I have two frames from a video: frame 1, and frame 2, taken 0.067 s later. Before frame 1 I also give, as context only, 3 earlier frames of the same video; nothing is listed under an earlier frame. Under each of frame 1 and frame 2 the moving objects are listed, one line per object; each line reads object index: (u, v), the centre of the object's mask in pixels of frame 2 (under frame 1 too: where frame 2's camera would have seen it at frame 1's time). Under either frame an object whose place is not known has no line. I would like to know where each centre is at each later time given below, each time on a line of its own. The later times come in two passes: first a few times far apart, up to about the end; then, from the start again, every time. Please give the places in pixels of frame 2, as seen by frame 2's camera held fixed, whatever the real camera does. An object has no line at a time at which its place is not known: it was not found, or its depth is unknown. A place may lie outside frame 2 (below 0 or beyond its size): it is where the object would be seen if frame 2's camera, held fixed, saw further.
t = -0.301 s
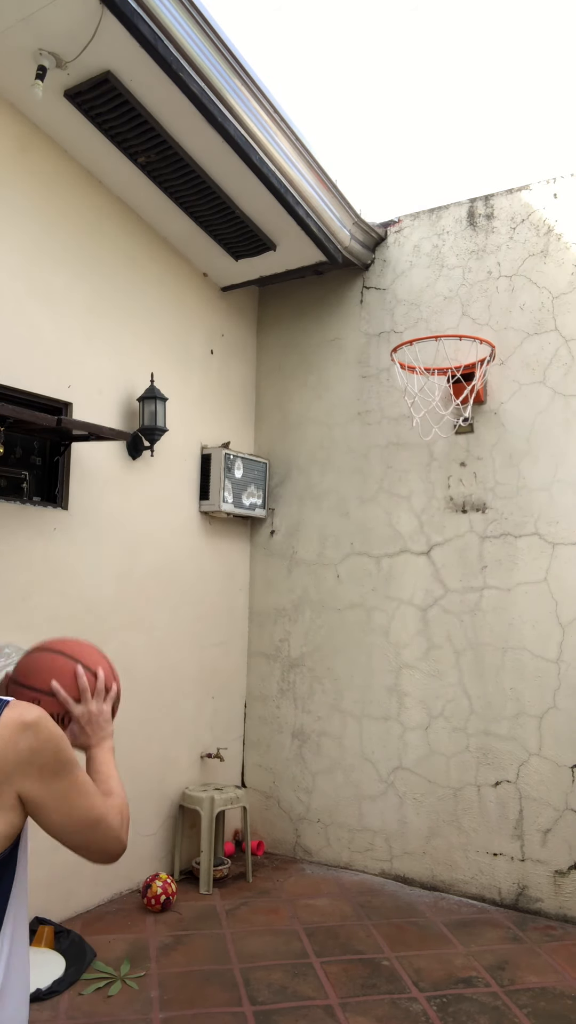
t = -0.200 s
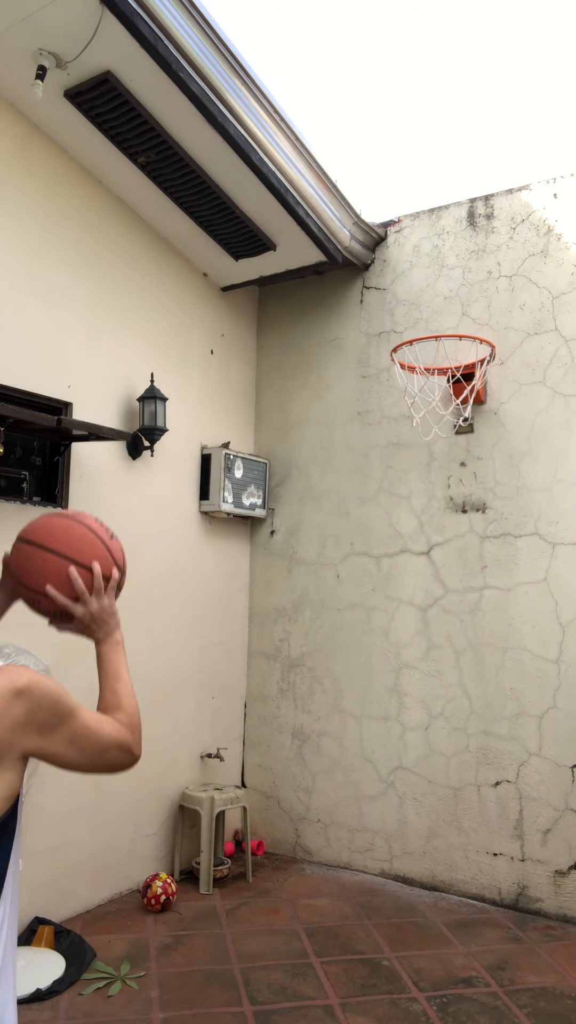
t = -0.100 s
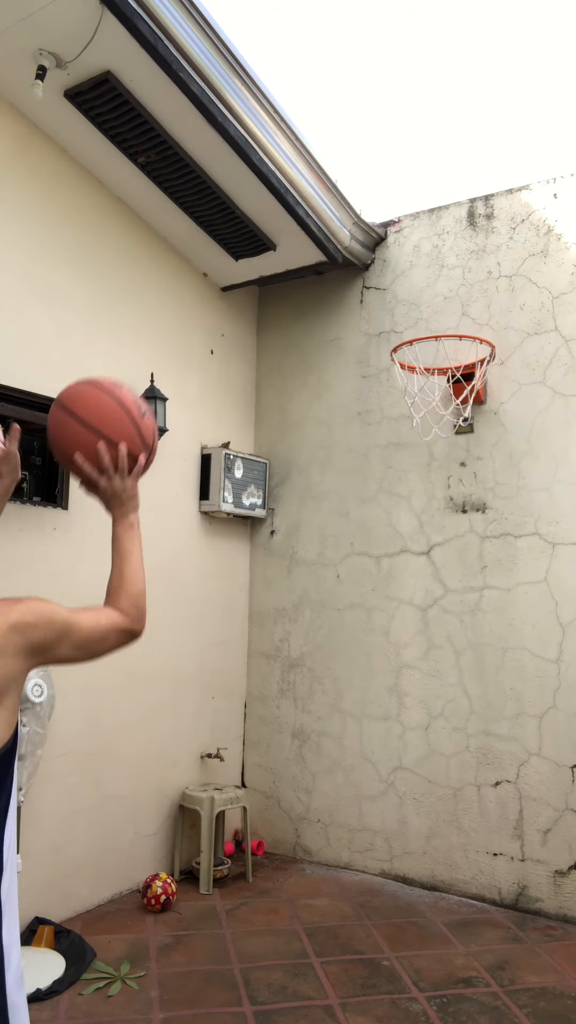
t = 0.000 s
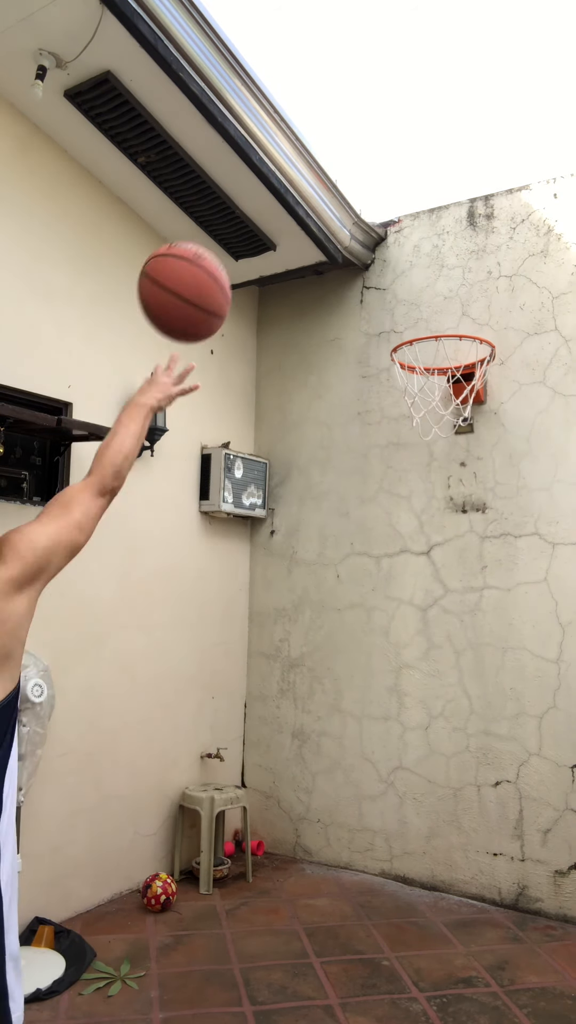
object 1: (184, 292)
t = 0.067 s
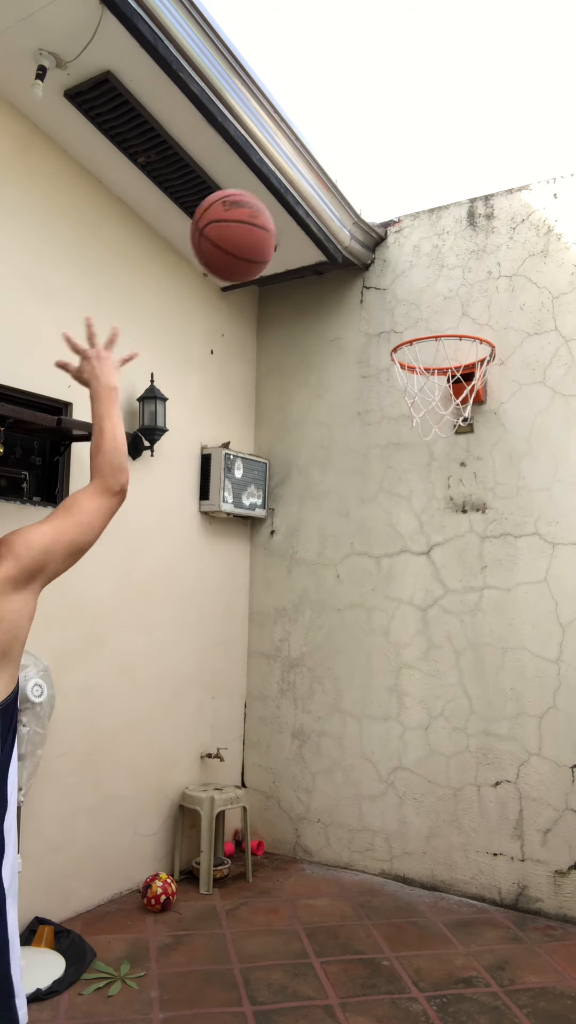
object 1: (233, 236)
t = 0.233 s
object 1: (321, 182)
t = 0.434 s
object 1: (391, 218)
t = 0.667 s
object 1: (446, 345)
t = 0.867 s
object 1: (431, 482)
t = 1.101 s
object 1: (398, 797)
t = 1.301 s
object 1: (365, 811)
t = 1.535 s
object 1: (318, 578)
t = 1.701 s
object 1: (272, 482)
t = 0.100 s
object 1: (254, 217)
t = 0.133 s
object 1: (273, 202)
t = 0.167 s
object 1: (290, 192)
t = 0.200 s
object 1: (306, 185)
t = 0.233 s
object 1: (321, 182)
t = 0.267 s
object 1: (334, 182)
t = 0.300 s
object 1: (347, 184)
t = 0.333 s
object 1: (359, 190)
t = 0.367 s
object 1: (370, 198)
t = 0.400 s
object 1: (381, 207)
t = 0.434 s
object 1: (391, 218)
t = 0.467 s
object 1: (400, 232)
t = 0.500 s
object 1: (408, 246)
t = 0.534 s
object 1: (417, 264)
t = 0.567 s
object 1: (424, 282)
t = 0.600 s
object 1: (432, 301)
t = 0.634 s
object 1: (439, 318)
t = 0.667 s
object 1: (446, 345)
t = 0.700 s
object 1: (452, 368)
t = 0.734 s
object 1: (448, 384)
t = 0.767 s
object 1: (444, 405)
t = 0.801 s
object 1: (440, 427)
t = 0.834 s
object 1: (435, 453)
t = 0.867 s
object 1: (431, 482)
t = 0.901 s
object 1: (427, 514)
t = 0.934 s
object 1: (422, 550)
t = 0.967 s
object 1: (417, 591)
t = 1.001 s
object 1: (413, 635)
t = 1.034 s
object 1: (408, 684)
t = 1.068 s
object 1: (403, 738)
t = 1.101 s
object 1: (398, 797)
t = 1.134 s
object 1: (392, 861)
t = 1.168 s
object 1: (386, 929)
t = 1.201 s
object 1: (381, 941)
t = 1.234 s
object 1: (375, 896)
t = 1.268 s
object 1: (370, 853)
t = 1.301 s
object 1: (365, 811)
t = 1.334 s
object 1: (359, 772)
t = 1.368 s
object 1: (353, 734)
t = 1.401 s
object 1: (346, 698)
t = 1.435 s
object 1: (339, 665)
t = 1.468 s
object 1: (333, 634)
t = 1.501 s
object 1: (325, 605)
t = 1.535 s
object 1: (318, 578)
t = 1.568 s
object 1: (310, 553)
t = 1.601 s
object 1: (301, 532)
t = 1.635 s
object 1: (292, 512)
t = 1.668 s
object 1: (283, 496)
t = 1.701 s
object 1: (272, 482)
